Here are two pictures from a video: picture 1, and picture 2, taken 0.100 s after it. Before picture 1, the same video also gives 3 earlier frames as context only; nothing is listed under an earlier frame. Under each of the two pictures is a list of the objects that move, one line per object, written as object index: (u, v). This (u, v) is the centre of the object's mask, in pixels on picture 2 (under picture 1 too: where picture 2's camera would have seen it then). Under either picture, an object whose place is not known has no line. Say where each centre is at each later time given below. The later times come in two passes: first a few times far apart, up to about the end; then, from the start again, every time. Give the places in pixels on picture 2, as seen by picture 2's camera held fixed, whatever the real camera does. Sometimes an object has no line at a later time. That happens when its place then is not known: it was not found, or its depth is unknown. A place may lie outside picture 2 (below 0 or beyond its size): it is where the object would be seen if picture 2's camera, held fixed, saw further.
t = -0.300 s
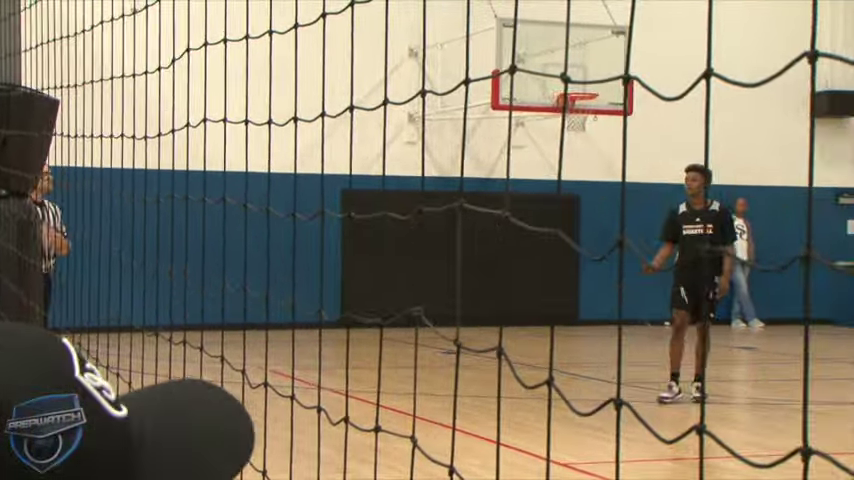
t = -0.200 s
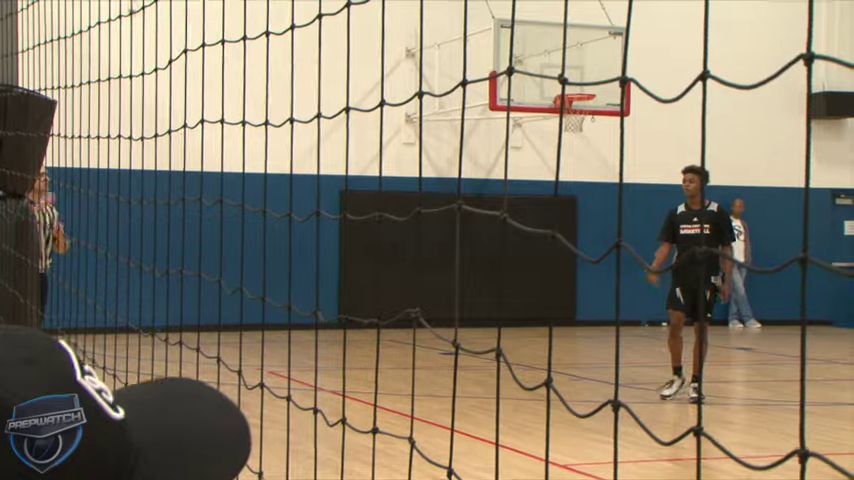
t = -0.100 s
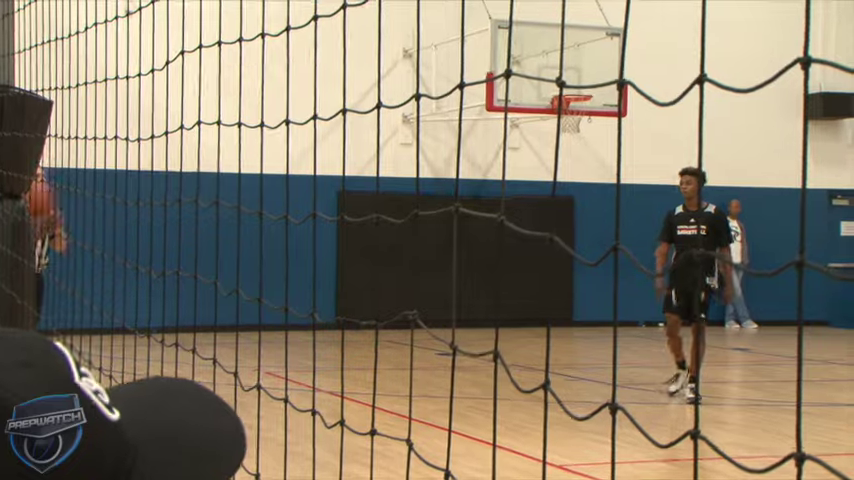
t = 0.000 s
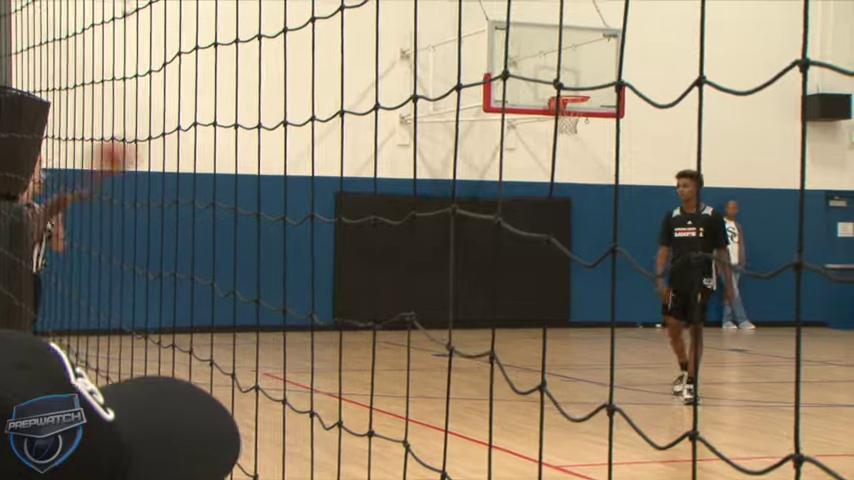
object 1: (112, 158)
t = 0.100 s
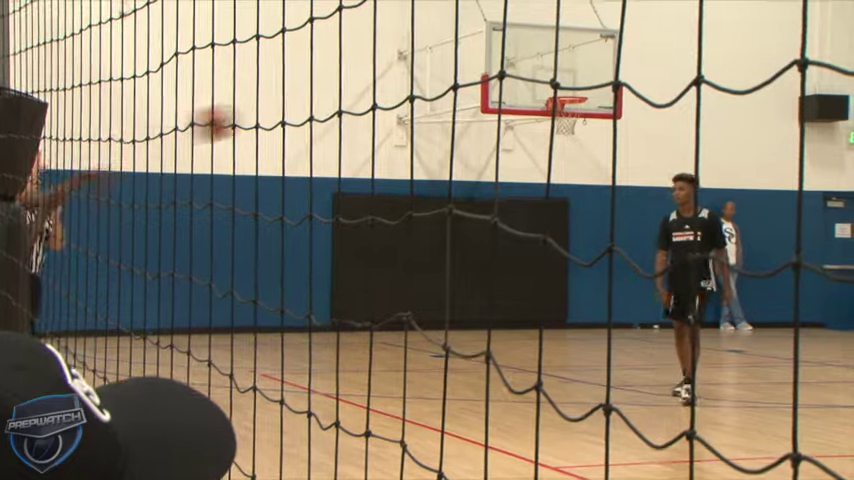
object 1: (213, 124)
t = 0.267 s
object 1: (362, 100)
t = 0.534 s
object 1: (563, 142)
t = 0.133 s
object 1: (248, 114)
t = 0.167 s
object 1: (275, 109)
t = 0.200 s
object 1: (308, 105)
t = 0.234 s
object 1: (335, 101)
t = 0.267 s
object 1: (362, 100)
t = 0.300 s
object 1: (392, 102)
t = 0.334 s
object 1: (424, 104)
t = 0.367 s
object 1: (445, 107)
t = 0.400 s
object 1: (471, 111)
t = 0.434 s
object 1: (493, 118)
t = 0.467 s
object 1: (518, 126)
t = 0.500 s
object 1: (537, 132)
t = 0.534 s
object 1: (563, 142)
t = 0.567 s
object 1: (581, 151)
